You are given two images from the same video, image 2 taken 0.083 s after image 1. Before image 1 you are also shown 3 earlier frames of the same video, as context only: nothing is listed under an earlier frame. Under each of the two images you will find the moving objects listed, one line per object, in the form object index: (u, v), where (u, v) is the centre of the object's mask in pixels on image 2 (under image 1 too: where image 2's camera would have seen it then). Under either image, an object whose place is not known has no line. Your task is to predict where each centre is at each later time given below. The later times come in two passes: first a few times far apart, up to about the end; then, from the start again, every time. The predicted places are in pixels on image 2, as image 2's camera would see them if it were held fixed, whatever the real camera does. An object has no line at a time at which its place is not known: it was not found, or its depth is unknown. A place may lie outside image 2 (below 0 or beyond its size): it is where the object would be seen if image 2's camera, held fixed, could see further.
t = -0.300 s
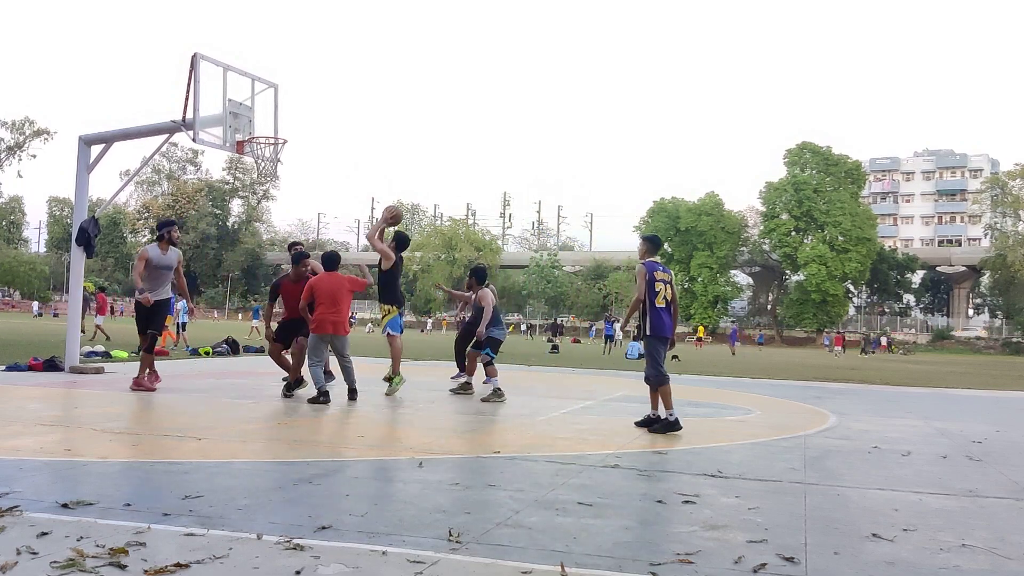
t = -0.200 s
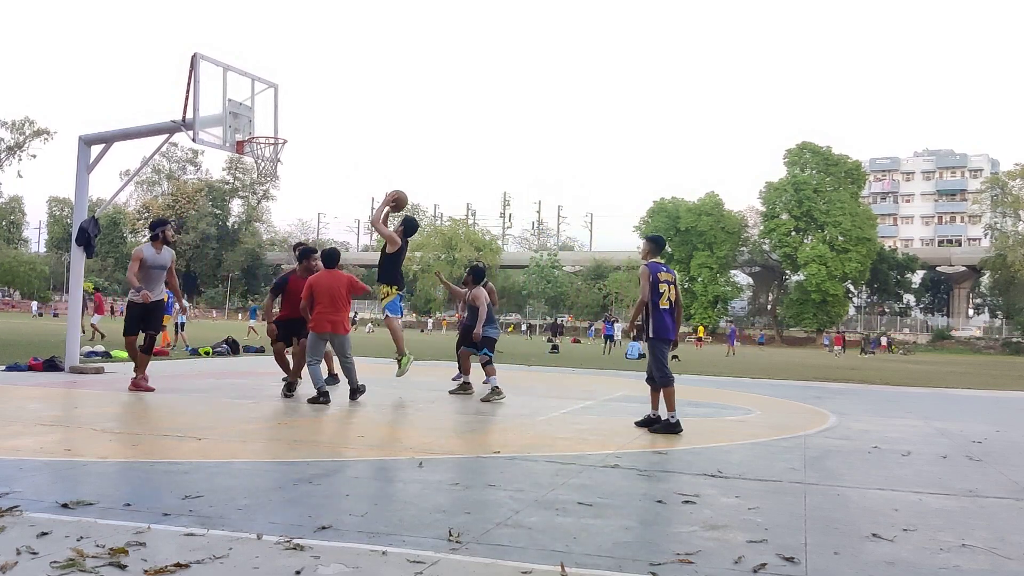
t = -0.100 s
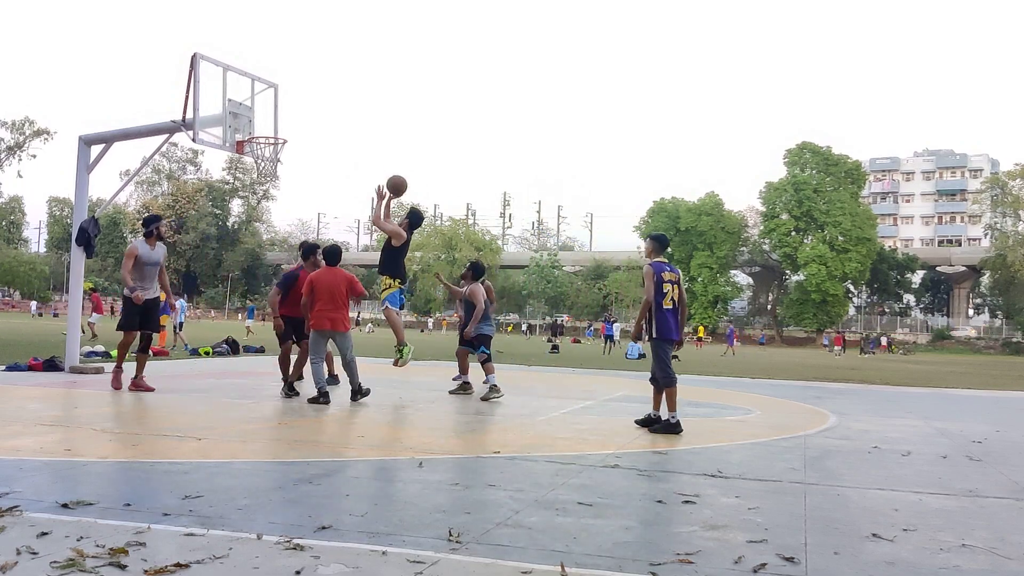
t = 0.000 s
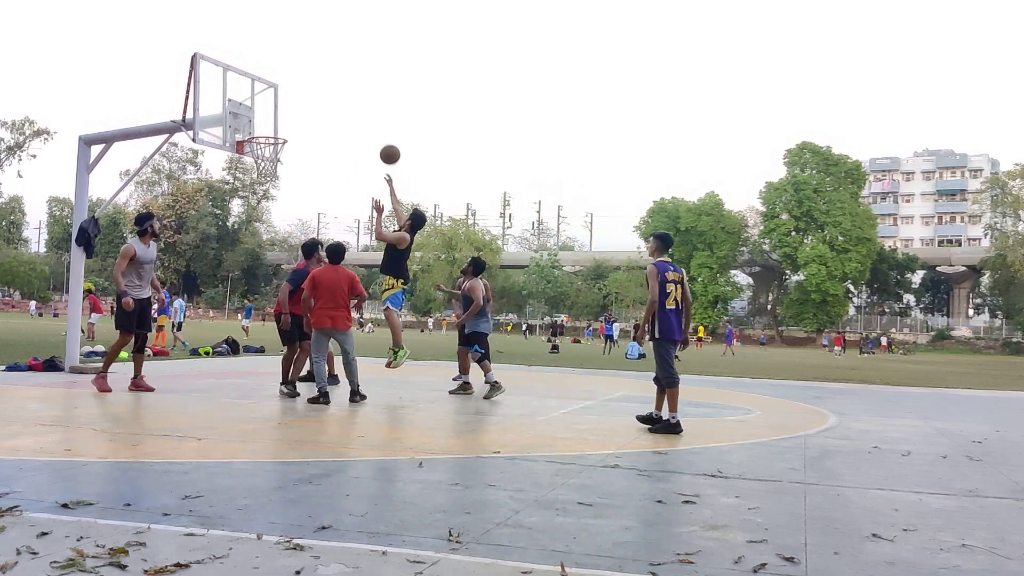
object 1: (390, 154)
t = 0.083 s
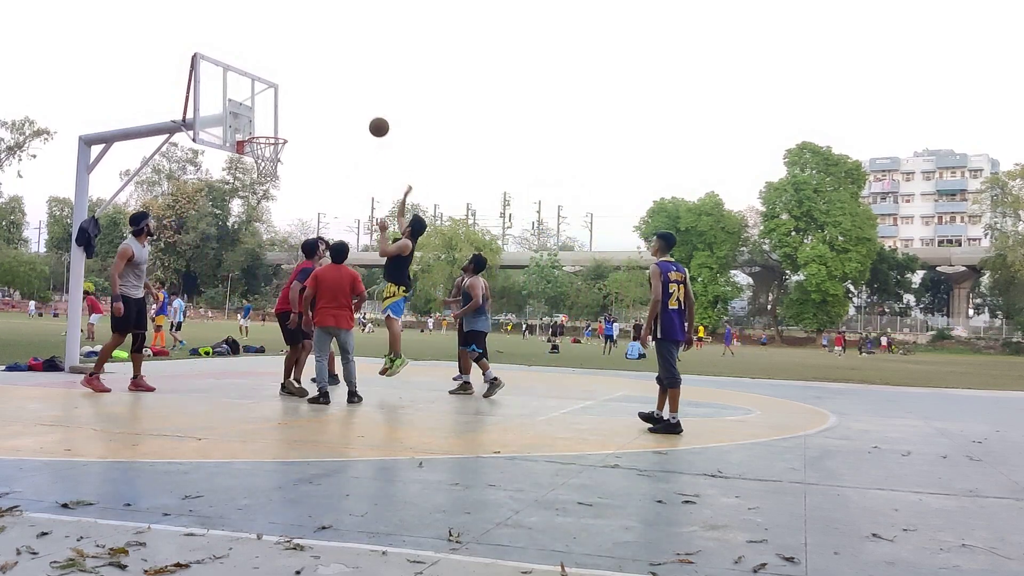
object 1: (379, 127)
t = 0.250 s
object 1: (357, 92)
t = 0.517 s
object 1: (322, 85)
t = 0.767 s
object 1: (290, 128)
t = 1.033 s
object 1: (282, 124)
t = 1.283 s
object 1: (278, 132)
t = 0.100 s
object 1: (377, 122)
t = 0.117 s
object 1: (375, 118)
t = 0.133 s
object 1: (372, 114)
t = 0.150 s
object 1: (370, 110)
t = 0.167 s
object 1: (368, 106)
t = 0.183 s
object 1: (366, 103)
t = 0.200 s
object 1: (364, 100)
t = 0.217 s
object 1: (361, 97)
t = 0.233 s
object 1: (359, 94)
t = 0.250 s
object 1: (357, 92)
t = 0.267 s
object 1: (355, 90)
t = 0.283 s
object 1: (353, 88)
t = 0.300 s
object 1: (351, 86)
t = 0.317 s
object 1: (348, 84)
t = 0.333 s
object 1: (346, 83)
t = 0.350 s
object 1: (344, 82)
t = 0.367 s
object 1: (342, 82)
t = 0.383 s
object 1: (340, 81)
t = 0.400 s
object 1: (338, 81)
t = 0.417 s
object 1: (335, 81)
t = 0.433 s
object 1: (333, 81)
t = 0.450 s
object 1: (331, 81)
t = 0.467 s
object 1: (329, 82)
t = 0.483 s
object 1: (327, 83)
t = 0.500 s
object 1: (324, 84)
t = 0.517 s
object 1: (322, 85)
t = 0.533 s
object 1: (320, 86)
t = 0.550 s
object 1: (318, 88)
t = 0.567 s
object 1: (316, 90)
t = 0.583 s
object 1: (313, 92)
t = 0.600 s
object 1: (311, 94)
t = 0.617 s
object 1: (309, 97)
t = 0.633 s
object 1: (307, 99)
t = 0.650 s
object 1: (305, 102)
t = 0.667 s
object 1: (303, 105)
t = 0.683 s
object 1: (300, 109)
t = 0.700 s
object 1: (298, 112)
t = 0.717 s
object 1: (296, 116)
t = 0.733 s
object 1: (294, 120)
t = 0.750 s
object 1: (292, 124)
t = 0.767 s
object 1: (290, 128)
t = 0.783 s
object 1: (288, 132)
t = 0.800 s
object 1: (287, 131)
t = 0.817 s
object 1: (287, 129)
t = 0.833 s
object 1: (287, 127)
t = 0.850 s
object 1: (286, 126)
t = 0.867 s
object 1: (286, 124)
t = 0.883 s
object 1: (285, 124)
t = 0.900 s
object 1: (285, 123)
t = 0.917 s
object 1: (285, 122)
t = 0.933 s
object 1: (284, 122)
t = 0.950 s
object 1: (284, 121)
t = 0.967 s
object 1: (284, 121)
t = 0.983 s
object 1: (283, 122)
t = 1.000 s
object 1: (283, 122)
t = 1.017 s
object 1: (282, 123)
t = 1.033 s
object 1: (282, 124)
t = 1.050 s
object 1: (281, 125)
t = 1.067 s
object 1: (281, 126)
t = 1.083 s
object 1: (281, 128)
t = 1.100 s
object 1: (280, 129)
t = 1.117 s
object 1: (280, 130)
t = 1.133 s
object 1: (280, 132)
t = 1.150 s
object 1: (279, 132)
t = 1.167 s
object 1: (279, 132)
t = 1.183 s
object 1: (279, 131)
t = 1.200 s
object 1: (279, 131)
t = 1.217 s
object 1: (279, 131)
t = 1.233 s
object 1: (279, 131)
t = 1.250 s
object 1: (278, 132)
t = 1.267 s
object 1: (278, 132)
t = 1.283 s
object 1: (278, 132)
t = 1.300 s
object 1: (278, 133)
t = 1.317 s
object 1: (278, 133)
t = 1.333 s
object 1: (278, 134)
